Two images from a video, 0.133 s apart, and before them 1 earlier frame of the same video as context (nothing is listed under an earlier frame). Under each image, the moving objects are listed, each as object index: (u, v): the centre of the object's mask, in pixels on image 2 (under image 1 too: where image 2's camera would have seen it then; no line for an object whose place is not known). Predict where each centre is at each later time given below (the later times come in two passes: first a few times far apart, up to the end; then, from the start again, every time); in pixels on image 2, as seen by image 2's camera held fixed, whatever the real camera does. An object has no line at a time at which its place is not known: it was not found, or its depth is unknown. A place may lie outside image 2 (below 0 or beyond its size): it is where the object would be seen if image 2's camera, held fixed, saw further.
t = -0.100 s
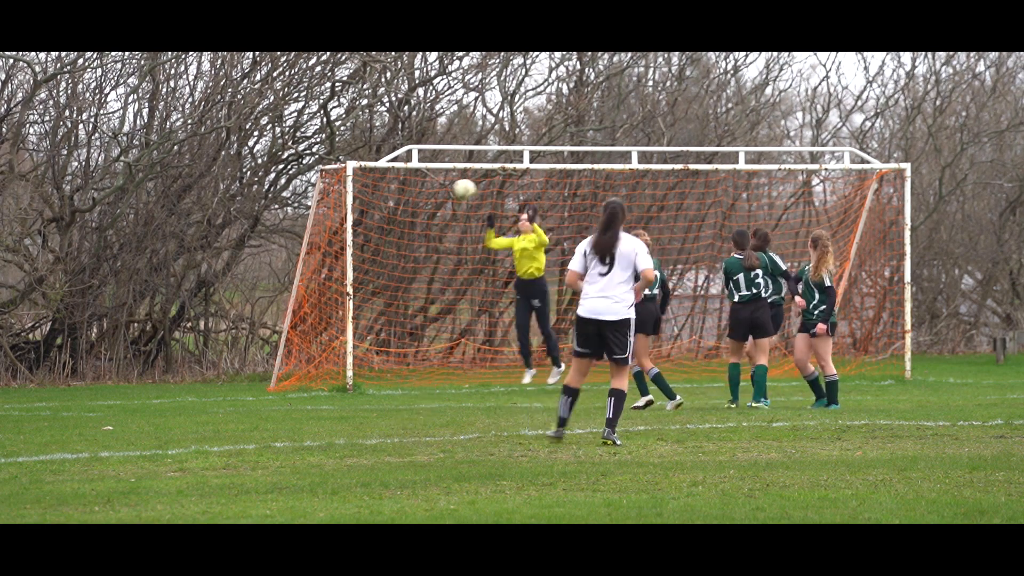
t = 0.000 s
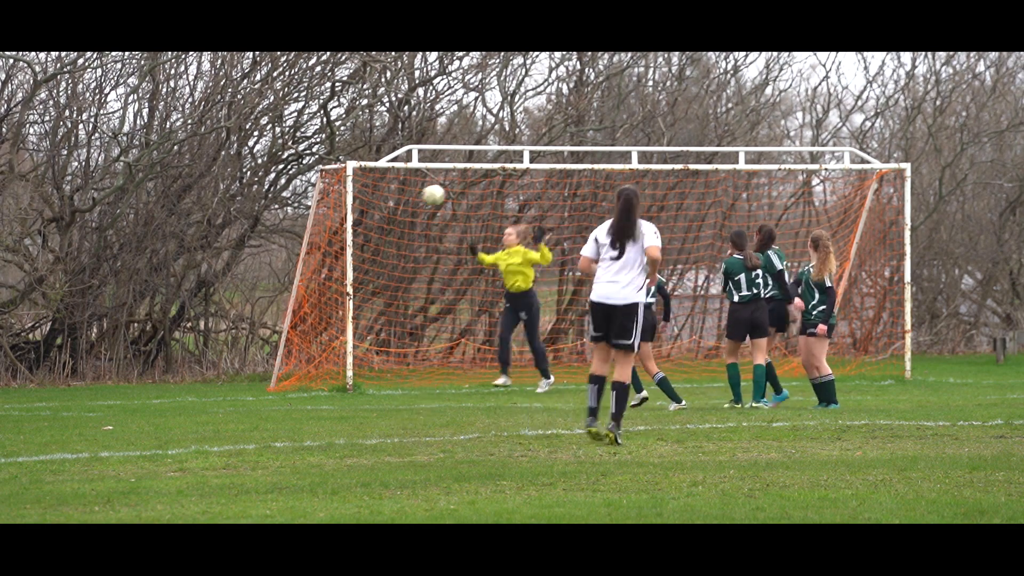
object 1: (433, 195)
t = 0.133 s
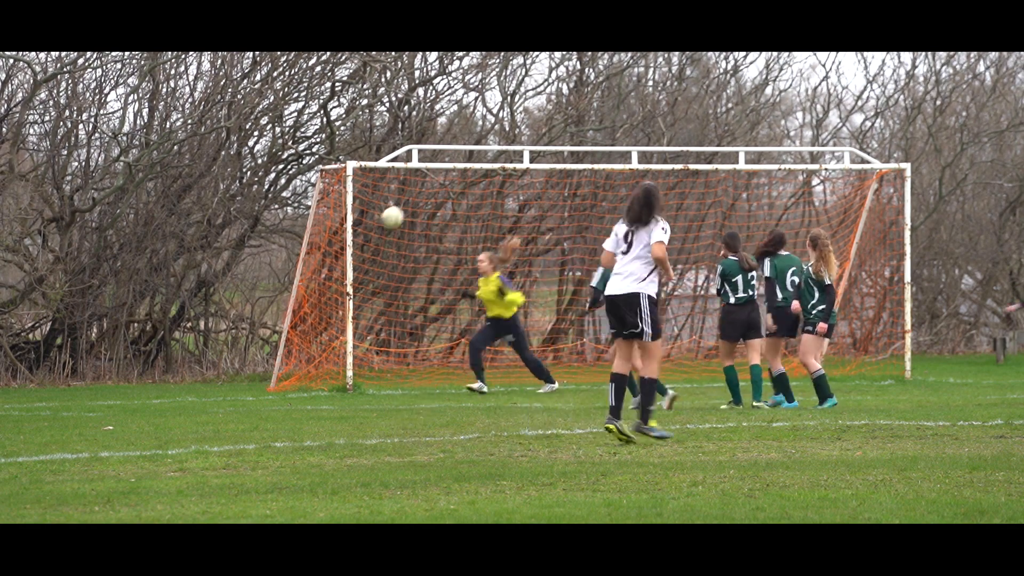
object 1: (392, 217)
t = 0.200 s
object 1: (372, 234)
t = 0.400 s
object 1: (310, 310)
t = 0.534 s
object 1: (270, 380)
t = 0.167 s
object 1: (382, 225)
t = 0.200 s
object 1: (372, 234)
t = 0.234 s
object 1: (361, 244)
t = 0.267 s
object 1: (352, 255)
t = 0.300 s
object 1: (340, 268)
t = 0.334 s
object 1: (331, 280)
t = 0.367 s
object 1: (320, 295)
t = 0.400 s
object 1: (310, 310)
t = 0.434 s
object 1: (301, 326)
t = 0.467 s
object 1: (290, 344)
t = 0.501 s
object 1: (280, 362)
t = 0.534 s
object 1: (270, 380)
